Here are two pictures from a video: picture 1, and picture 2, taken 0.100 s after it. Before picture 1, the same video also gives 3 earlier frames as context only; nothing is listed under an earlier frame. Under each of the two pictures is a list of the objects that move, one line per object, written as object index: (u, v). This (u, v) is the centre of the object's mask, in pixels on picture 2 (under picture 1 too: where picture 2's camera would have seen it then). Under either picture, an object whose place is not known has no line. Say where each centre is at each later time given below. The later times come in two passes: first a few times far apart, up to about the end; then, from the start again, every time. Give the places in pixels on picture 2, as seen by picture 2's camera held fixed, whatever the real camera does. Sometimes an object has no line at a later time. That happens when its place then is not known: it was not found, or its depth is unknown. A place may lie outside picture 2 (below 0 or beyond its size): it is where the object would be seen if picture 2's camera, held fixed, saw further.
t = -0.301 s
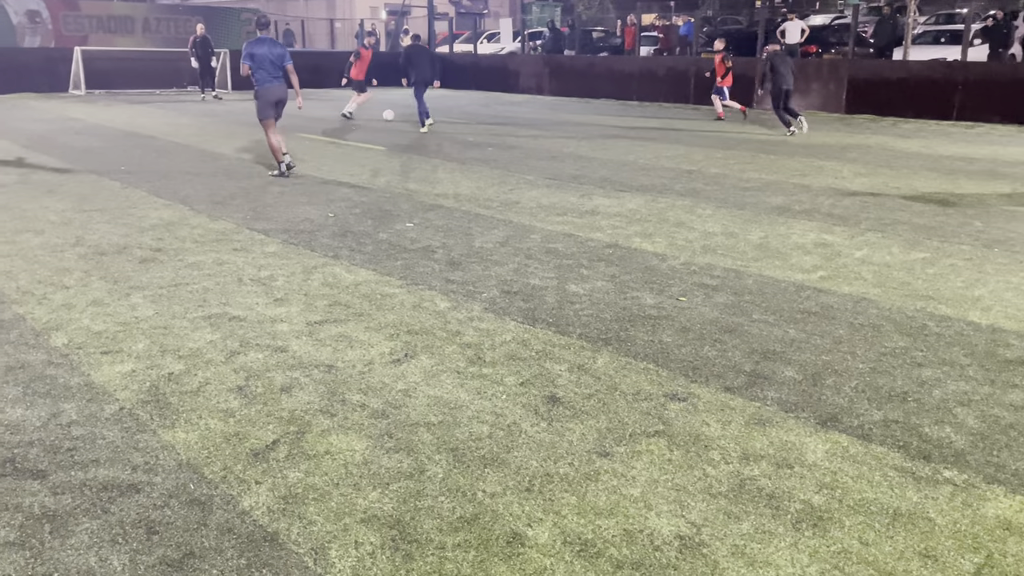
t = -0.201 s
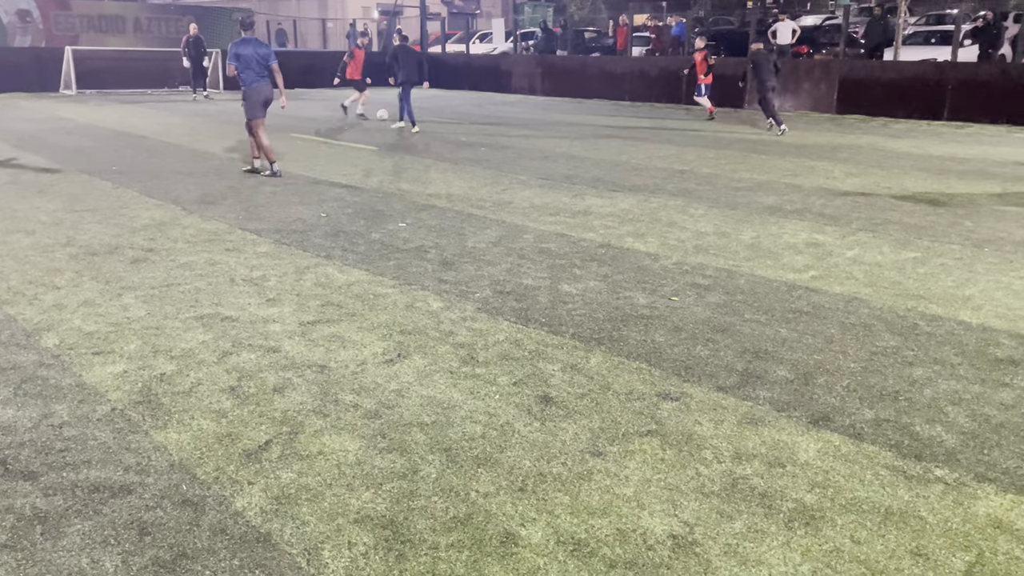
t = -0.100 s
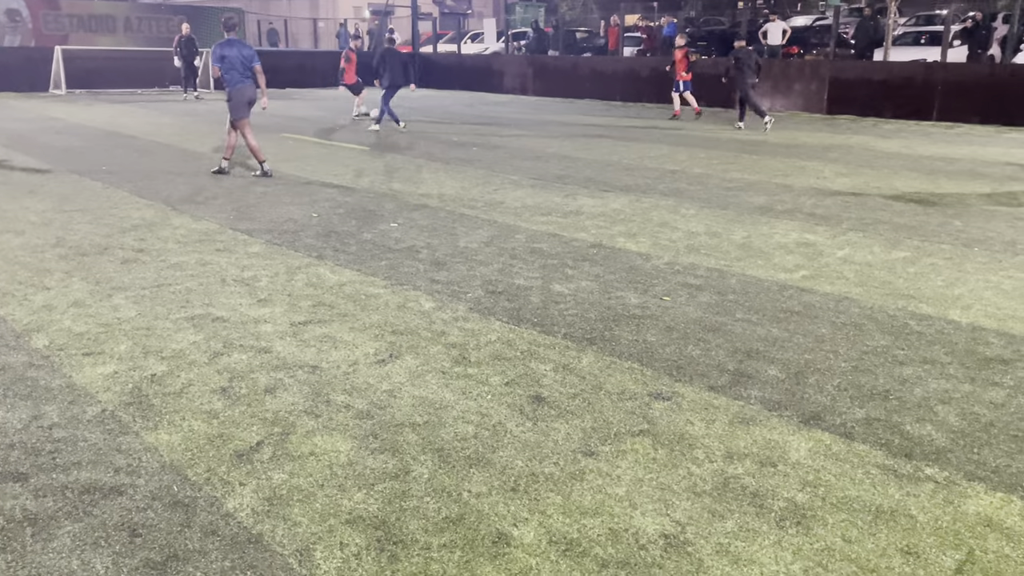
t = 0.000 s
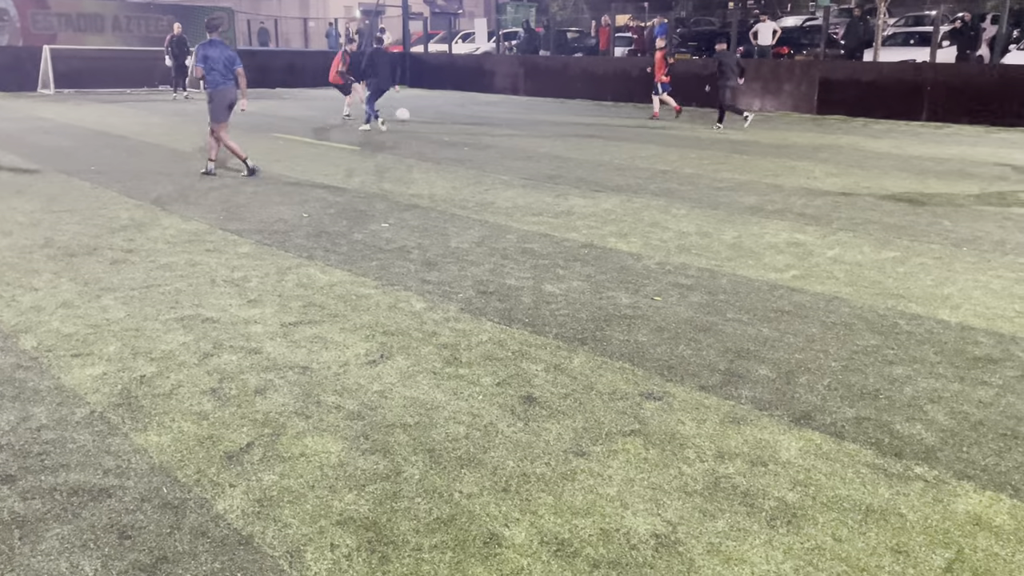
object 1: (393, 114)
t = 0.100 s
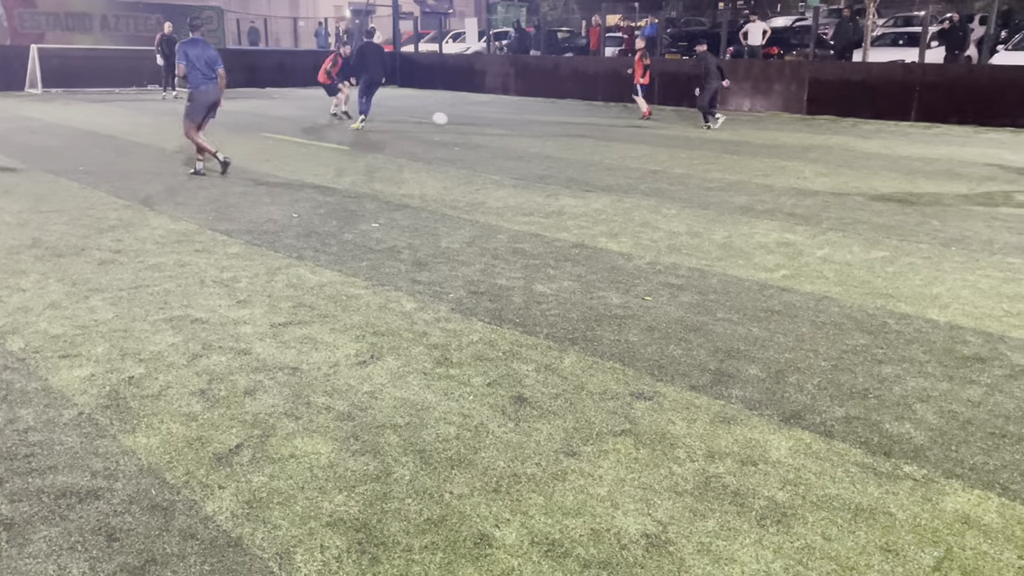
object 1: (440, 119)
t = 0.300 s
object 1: (537, 128)
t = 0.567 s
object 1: (681, 146)
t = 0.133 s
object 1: (456, 122)
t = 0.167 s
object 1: (472, 125)
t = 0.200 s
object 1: (488, 125)
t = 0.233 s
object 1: (505, 125)
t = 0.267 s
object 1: (520, 126)
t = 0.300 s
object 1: (537, 128)
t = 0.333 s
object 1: (554, 130)
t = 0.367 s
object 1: (572, 133)
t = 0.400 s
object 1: (591, 136)
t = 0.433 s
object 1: (608, 138)
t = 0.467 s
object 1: (626, 139)
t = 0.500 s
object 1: (644, 140)
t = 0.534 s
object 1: (662, 143)
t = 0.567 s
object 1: (681, 146)
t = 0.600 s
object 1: (700, 148)
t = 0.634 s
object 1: (718, 148)
